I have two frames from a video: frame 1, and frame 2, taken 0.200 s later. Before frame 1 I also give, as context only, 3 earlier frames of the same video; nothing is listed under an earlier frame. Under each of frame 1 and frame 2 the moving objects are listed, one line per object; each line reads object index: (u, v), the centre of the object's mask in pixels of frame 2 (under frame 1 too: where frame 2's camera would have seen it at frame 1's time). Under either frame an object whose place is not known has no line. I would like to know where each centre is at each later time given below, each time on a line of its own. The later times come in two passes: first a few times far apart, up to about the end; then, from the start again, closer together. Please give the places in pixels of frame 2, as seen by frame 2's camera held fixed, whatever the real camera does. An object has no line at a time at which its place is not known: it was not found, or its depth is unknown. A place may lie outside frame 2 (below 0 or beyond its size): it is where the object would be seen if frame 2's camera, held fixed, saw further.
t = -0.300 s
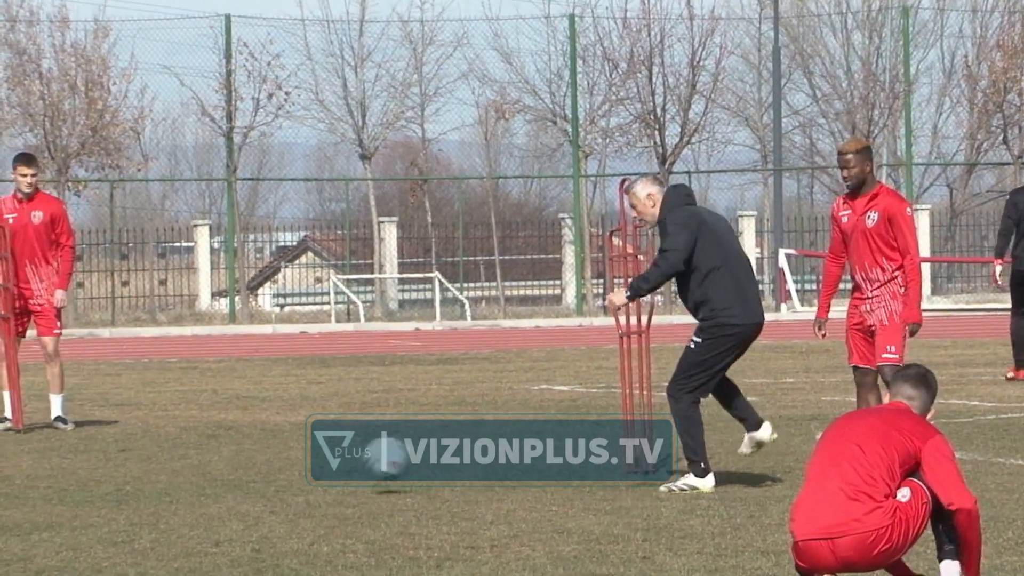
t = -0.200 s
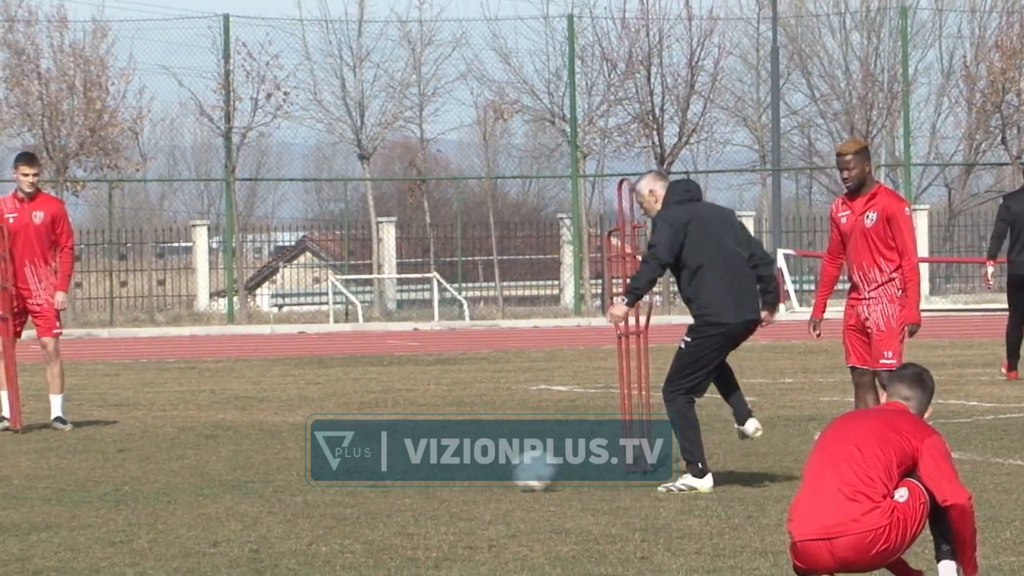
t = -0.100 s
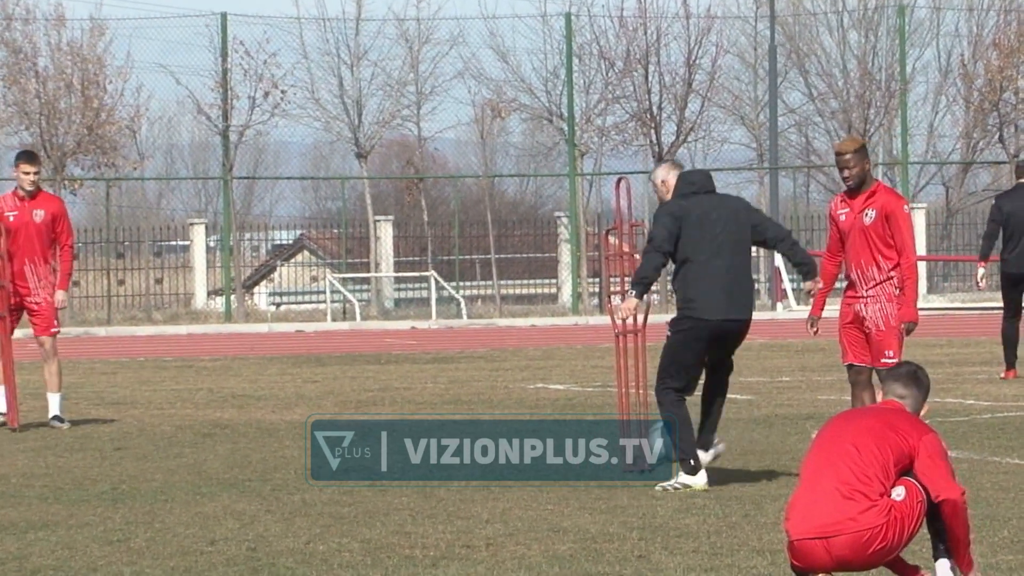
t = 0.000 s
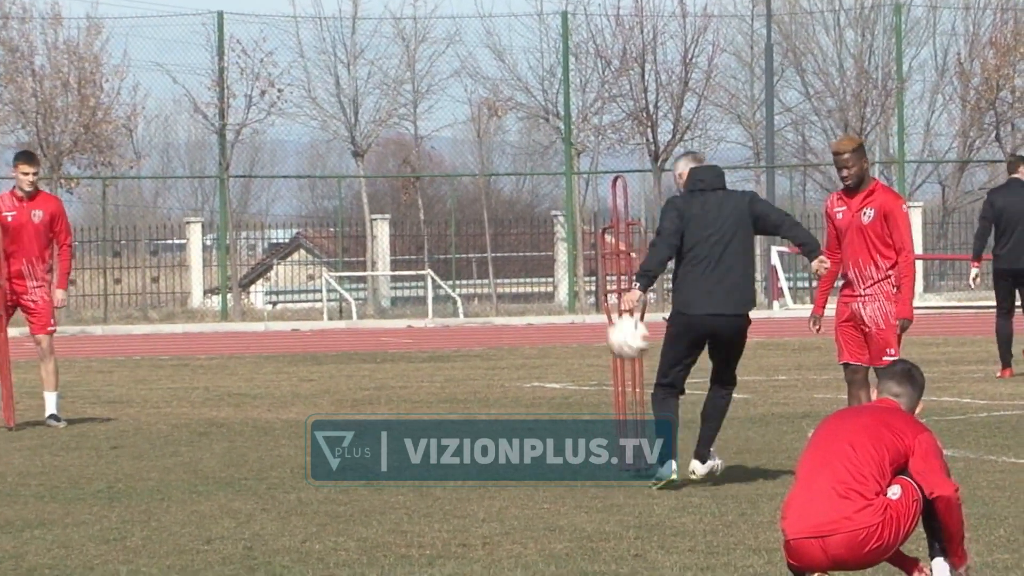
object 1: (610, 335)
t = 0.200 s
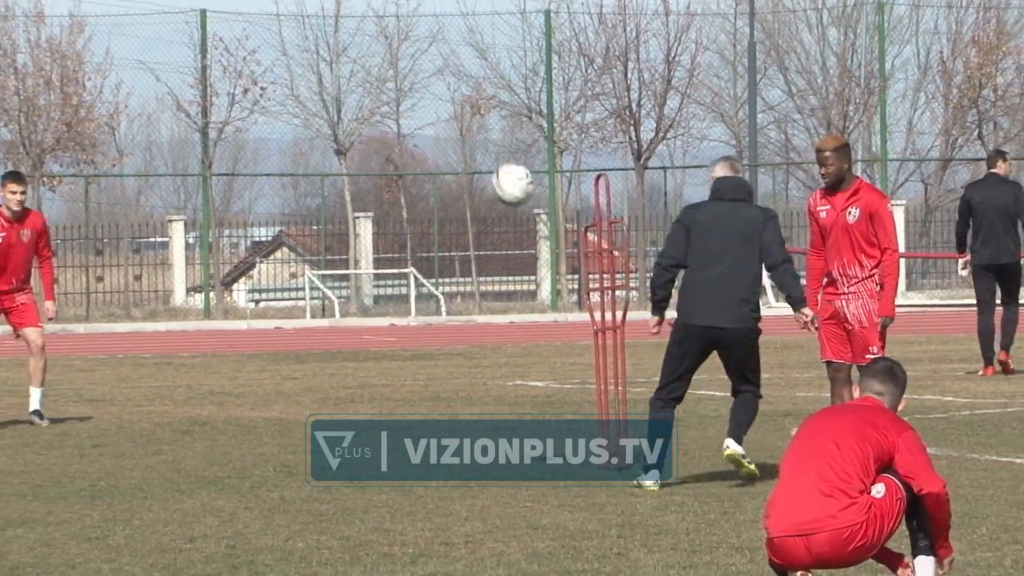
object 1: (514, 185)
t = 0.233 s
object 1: (497, 166)
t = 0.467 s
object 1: (400, 100)
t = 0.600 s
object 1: (352, 105)
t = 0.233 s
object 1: (497, 166)
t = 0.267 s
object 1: (483, 151)
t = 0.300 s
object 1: (469, 138)
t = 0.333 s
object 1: (454, 126)
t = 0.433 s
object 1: (414, 104)
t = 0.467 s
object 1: (400, 100)
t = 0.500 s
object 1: (389, 98)
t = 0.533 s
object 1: (376, 99)
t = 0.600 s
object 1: (352, 105)
